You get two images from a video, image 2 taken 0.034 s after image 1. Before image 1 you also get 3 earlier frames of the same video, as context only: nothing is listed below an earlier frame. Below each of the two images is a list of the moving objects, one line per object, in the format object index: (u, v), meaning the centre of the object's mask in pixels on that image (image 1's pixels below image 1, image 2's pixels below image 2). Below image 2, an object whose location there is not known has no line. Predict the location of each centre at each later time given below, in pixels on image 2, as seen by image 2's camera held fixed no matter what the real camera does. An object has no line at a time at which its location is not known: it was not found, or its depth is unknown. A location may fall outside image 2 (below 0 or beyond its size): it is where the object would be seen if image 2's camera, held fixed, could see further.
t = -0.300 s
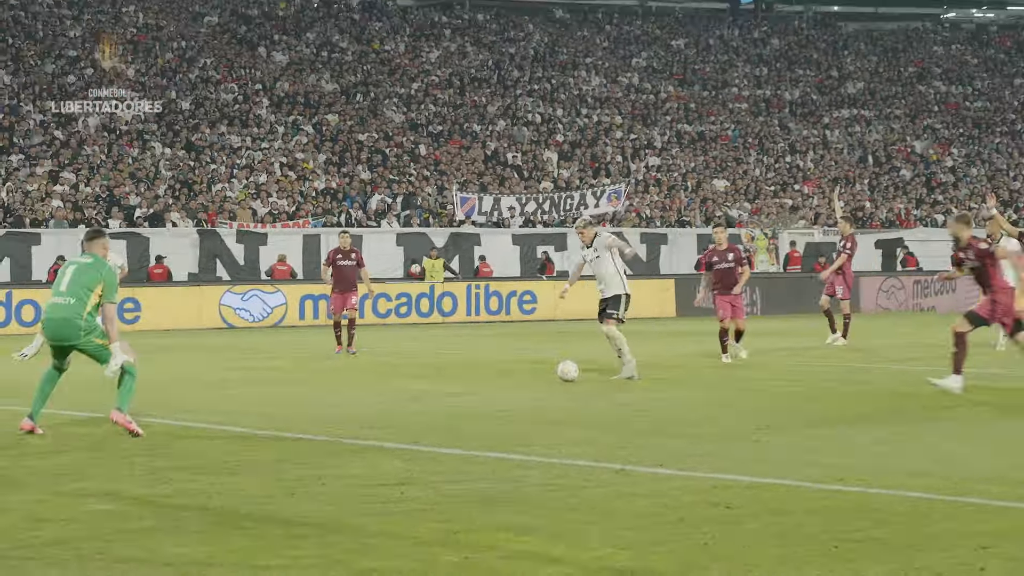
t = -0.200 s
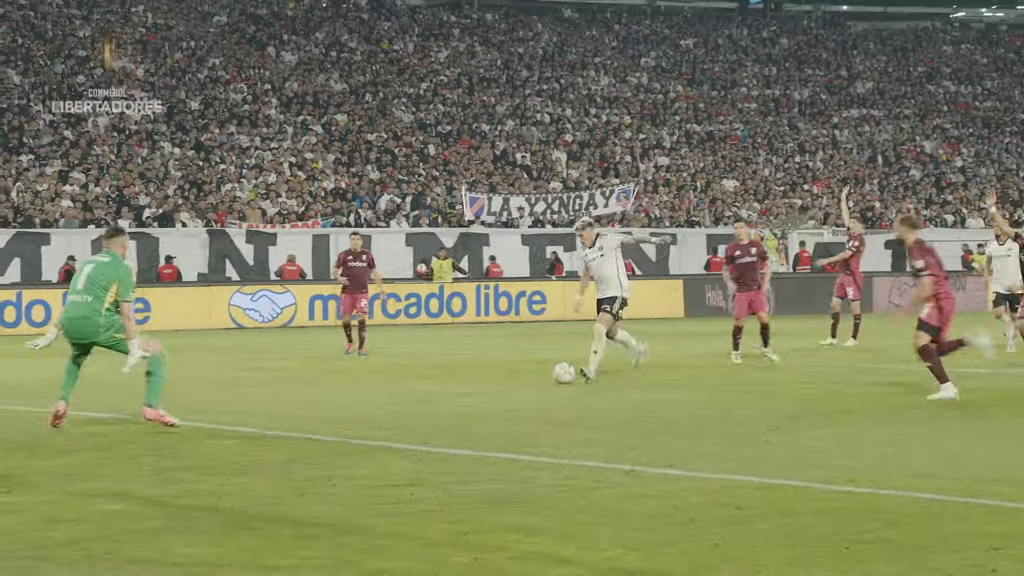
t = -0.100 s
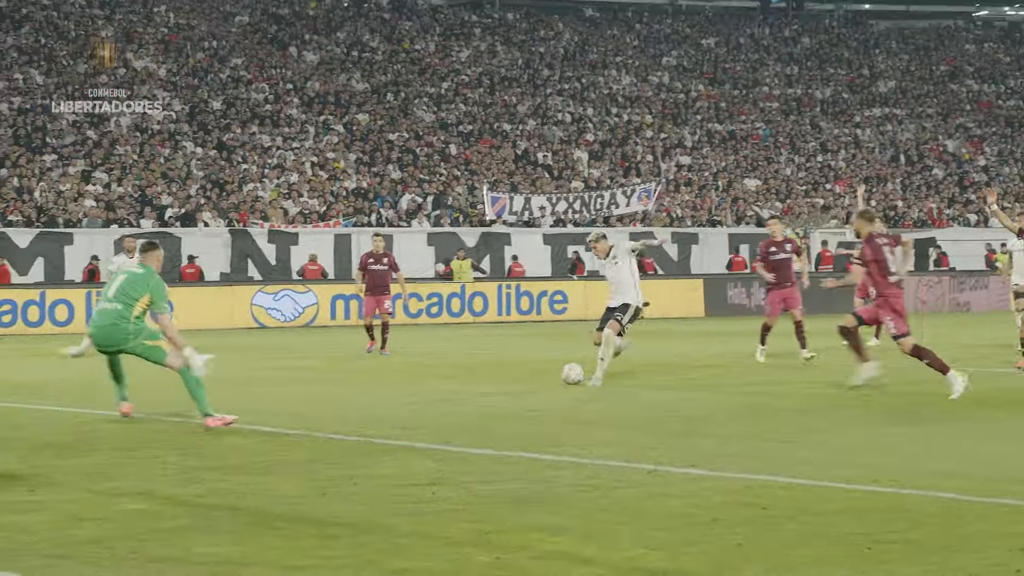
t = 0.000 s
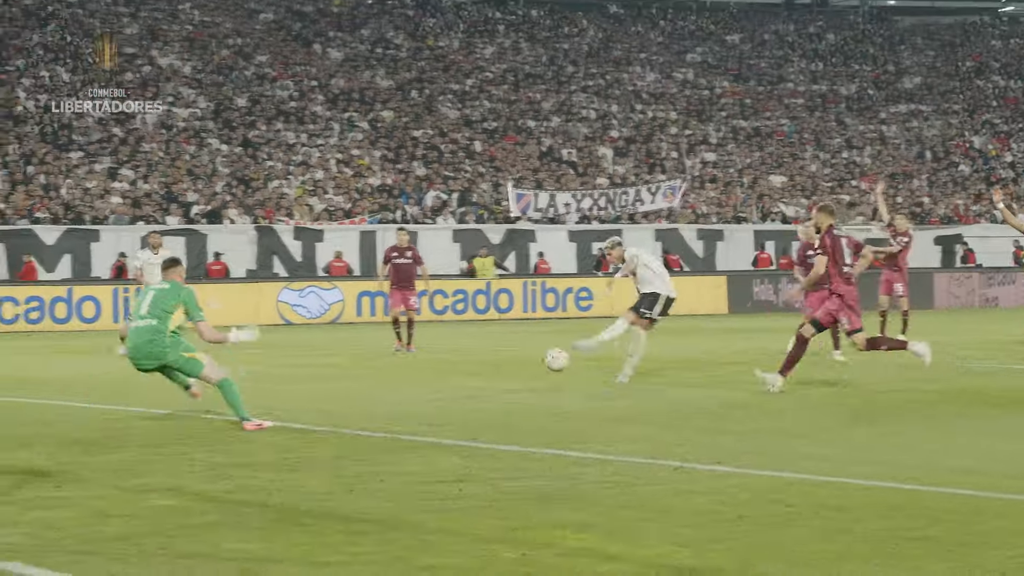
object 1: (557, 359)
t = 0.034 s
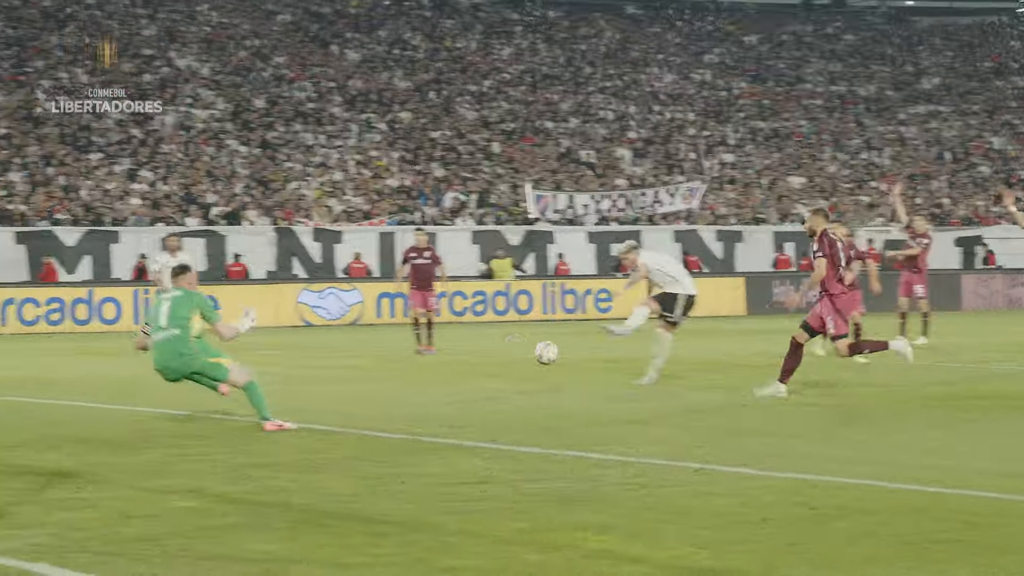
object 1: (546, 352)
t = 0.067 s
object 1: (519, 345)
